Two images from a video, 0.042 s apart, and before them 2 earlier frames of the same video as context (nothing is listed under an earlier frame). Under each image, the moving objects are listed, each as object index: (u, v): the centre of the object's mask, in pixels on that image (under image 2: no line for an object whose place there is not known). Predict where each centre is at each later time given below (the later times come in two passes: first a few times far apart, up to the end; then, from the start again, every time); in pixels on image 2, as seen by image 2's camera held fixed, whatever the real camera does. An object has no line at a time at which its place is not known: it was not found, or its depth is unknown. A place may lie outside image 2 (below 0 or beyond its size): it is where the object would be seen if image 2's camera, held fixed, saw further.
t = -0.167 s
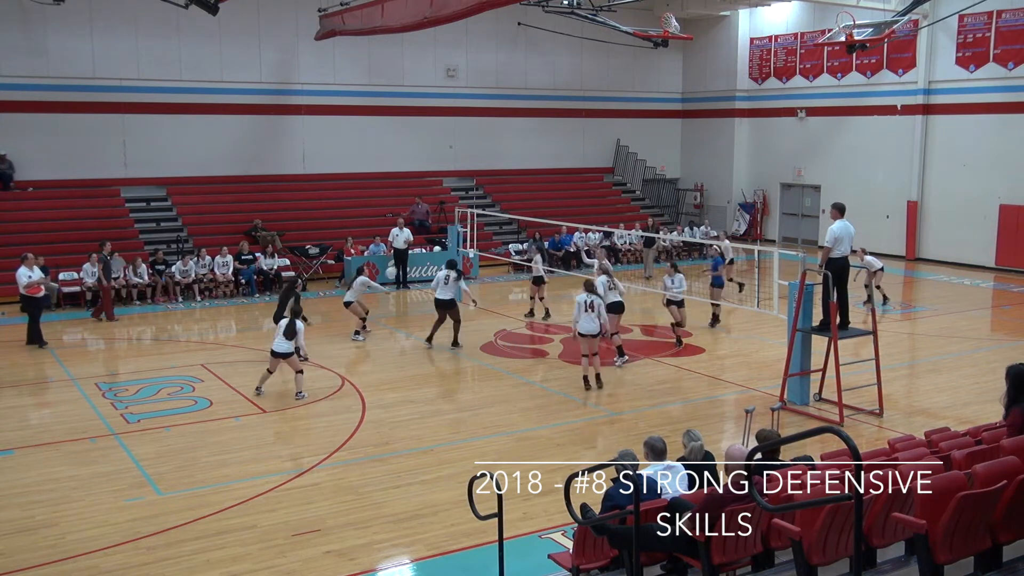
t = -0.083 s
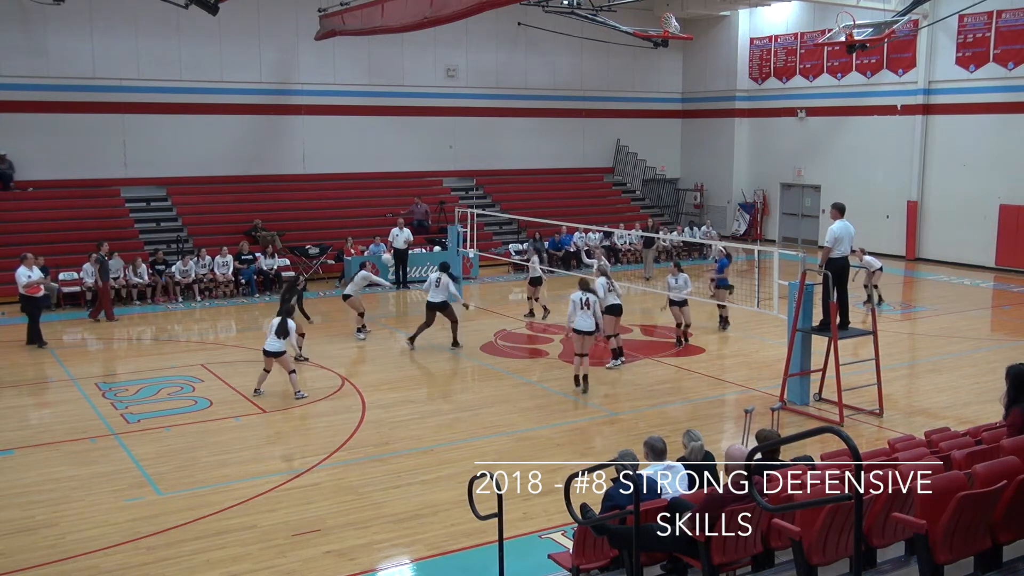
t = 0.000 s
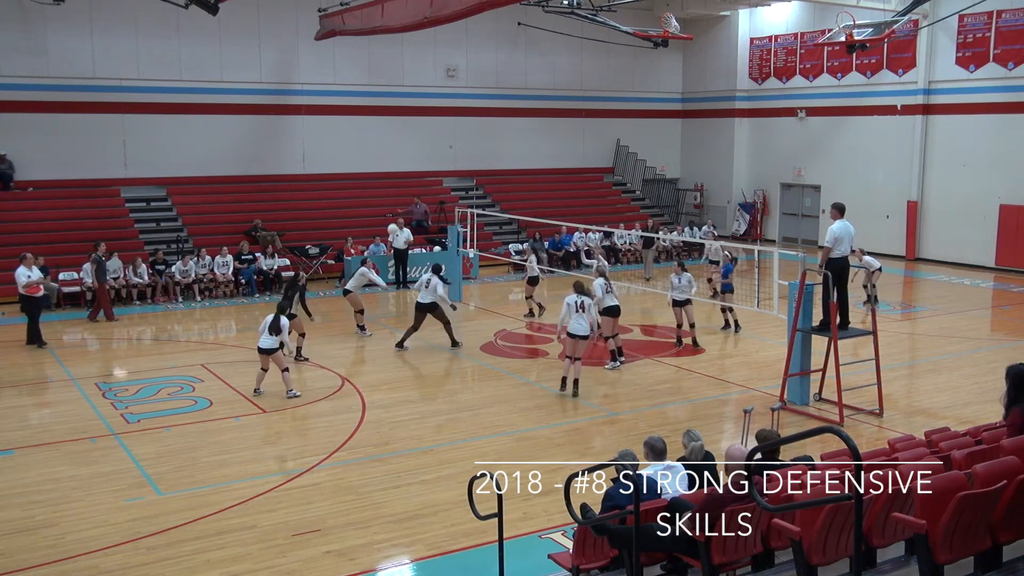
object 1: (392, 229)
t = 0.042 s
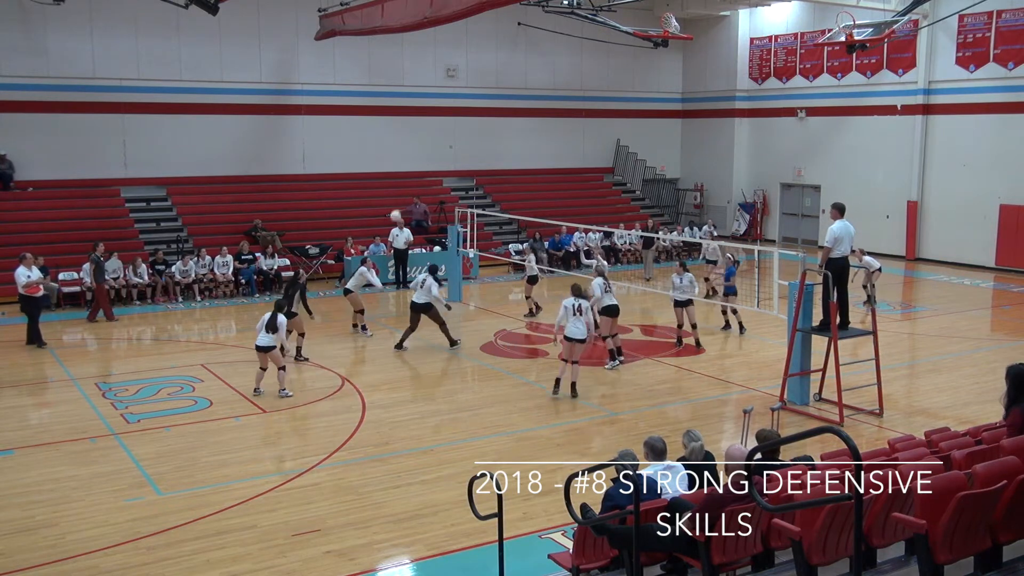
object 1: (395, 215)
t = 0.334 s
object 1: (416, 143)
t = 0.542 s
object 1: (429, 117)
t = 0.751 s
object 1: (444, 113)
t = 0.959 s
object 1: (458, 132)
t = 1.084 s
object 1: (466, 153)
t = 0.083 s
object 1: (398, 203)
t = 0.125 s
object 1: (401, 191)
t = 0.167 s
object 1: (404, 180)
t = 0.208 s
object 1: (407, 170)
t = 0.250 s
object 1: (410, 160)
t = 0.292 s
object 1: (413, 150)
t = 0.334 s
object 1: (416, 143)
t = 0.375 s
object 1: (419, 137)
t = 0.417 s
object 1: (421, 130)
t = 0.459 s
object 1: (424, 124)
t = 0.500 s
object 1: (427, 120)
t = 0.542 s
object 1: (429, 117)
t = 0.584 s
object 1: (433, 115)
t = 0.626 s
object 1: (435, 113)
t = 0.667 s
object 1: (438, 113)
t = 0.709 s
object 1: (441, 113)
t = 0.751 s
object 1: (444, 113)
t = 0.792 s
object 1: (447, 115)
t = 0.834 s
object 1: (449, 117)
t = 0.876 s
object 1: (452, 121)
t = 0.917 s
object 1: (455, 126)
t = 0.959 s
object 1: (458, 132)
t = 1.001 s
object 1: (461, 138)
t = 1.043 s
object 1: (464, 145)
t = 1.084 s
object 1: (466, 153)
